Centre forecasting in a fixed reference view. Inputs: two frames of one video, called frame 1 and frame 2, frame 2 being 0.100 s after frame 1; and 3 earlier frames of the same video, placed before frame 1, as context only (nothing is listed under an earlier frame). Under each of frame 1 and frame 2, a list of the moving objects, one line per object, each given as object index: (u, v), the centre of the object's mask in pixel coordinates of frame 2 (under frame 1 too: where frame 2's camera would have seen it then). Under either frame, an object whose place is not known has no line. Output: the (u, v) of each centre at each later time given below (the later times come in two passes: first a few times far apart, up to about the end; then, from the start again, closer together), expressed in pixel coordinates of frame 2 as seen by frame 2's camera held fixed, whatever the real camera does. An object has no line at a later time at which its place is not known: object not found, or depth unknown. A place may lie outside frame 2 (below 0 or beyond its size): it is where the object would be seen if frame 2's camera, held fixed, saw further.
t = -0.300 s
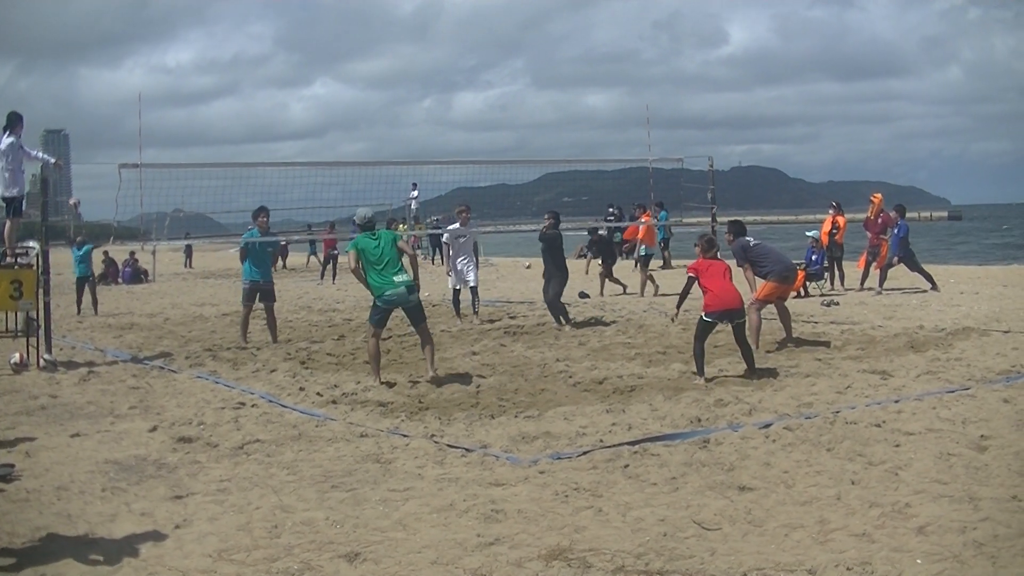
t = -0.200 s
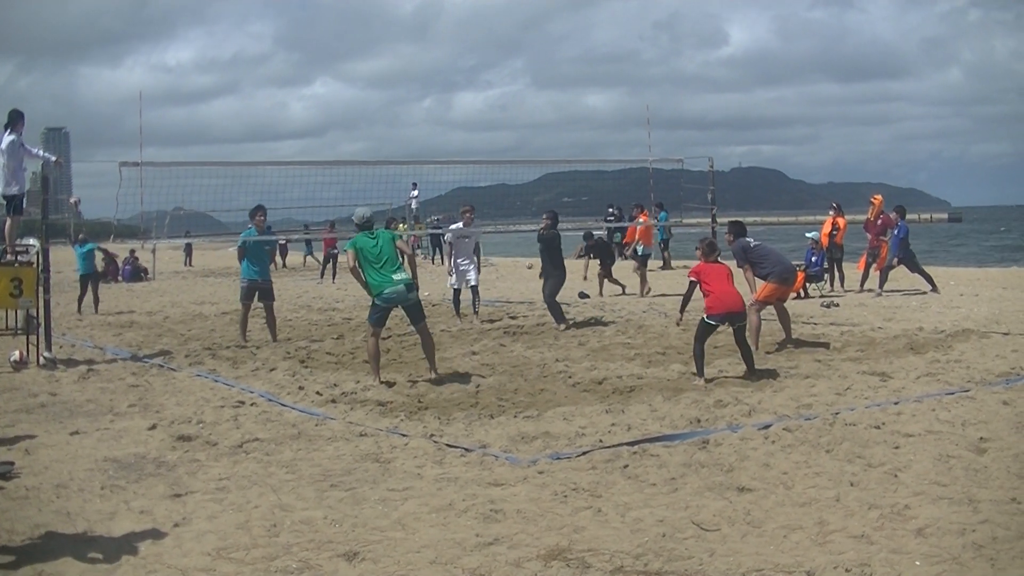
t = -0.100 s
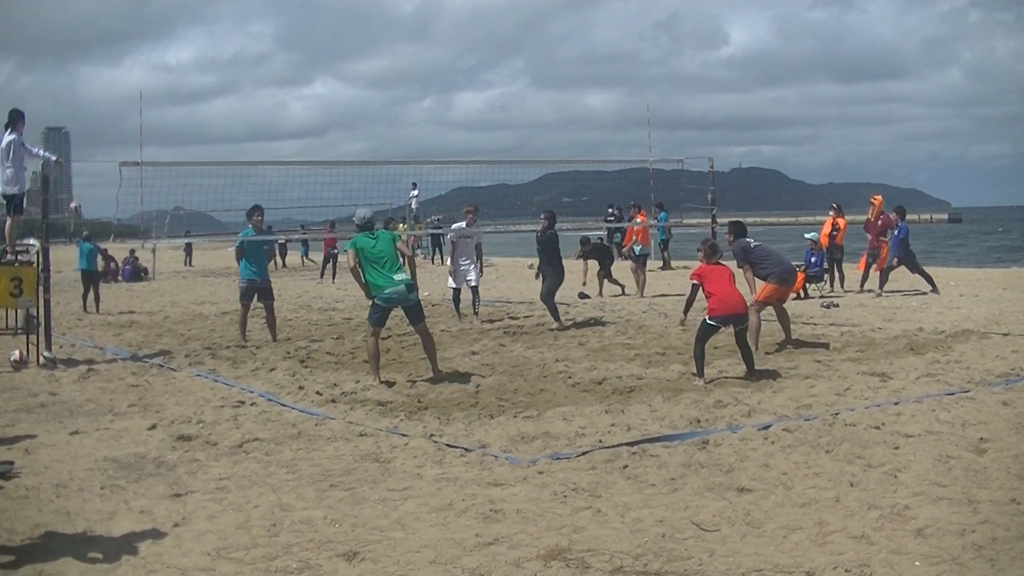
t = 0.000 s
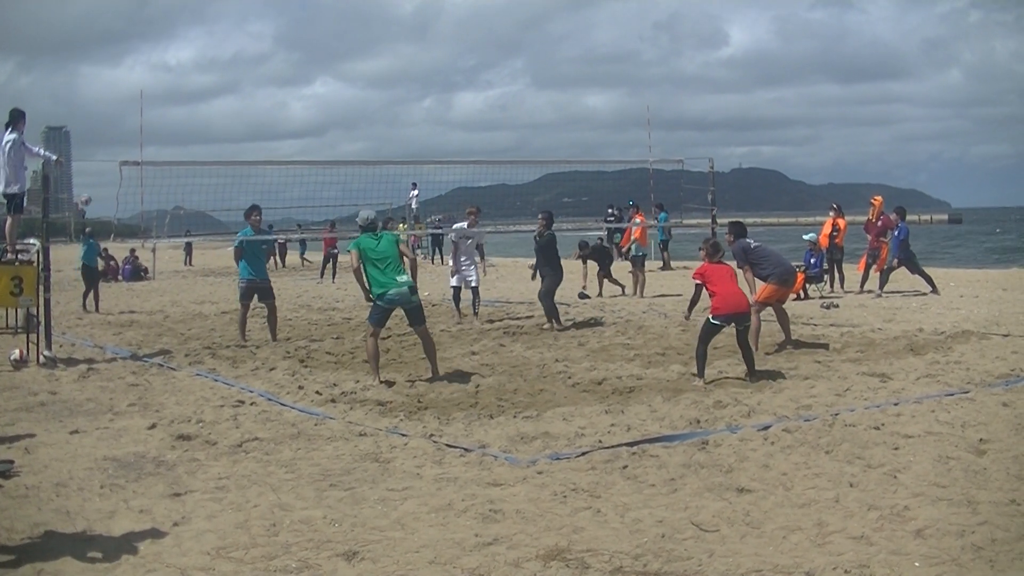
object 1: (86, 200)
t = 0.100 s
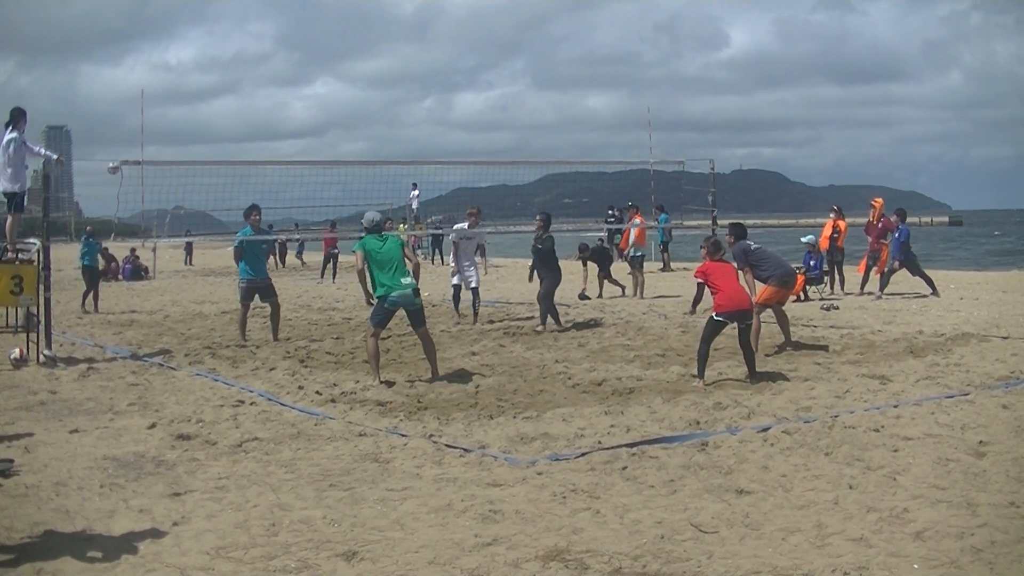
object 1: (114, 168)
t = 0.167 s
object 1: (133, 150)
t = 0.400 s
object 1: (213, 102)
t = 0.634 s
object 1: (309, 93)
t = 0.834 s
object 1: (410, 123)
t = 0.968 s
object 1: (486, 169)
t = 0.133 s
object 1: (123, 159)
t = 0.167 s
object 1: (133, 150)
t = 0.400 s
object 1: (213, 102)
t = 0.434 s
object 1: (226, 97)
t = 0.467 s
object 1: (239, 95)
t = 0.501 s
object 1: (252, 93)
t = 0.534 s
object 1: (266, 91)
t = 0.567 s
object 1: (279, 91)
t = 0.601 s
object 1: (294, 92)
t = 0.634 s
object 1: (309, 93)
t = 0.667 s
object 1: (324, 96)
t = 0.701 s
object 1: (340, 99)
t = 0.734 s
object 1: (357, 103)
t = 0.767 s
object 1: (375, 109)
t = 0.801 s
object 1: (392, 115)
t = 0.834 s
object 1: (410, 123)
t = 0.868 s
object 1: (428, 132)
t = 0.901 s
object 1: (447, 143)
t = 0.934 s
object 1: (467, 154)
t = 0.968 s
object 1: (486, 169)
